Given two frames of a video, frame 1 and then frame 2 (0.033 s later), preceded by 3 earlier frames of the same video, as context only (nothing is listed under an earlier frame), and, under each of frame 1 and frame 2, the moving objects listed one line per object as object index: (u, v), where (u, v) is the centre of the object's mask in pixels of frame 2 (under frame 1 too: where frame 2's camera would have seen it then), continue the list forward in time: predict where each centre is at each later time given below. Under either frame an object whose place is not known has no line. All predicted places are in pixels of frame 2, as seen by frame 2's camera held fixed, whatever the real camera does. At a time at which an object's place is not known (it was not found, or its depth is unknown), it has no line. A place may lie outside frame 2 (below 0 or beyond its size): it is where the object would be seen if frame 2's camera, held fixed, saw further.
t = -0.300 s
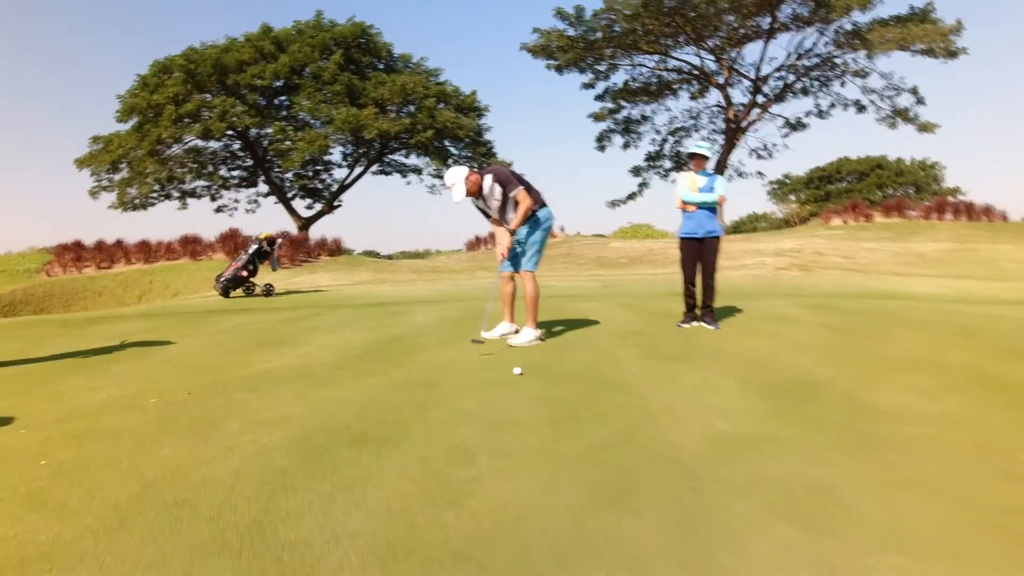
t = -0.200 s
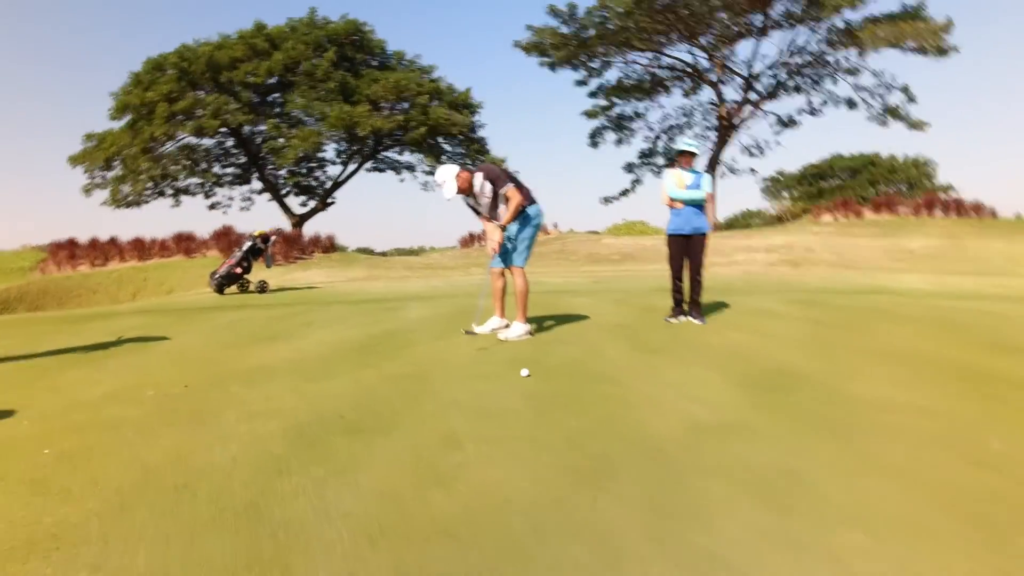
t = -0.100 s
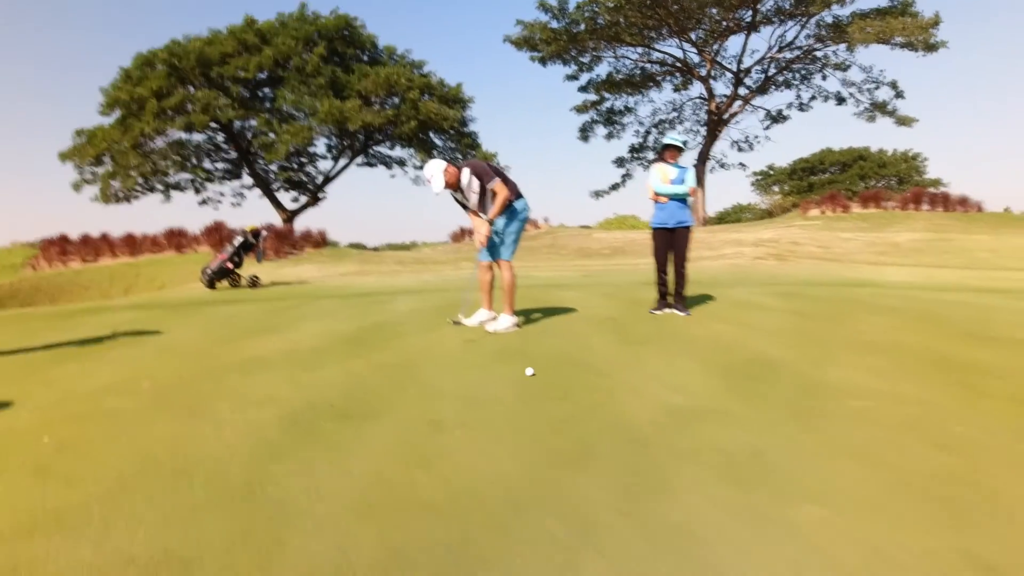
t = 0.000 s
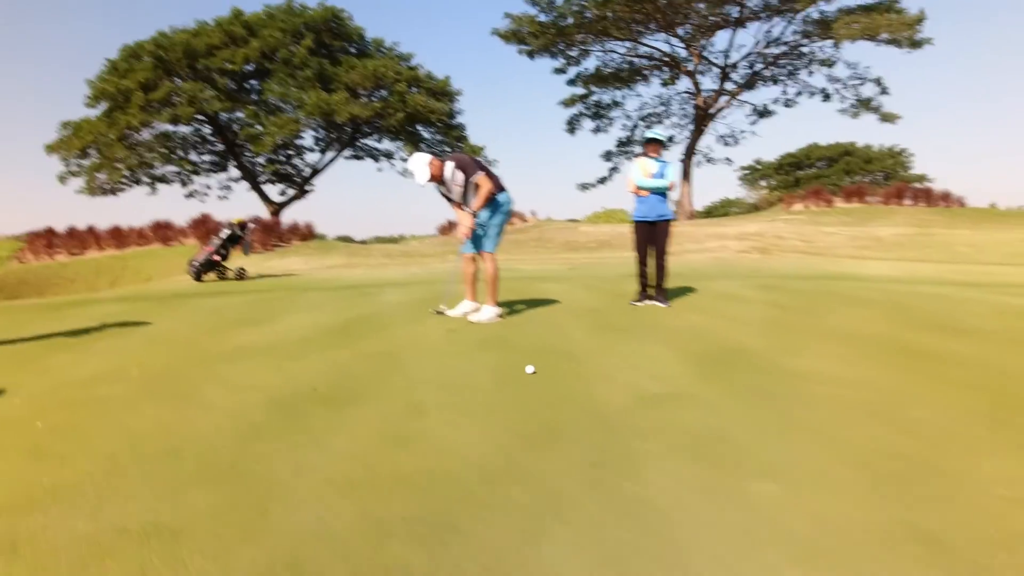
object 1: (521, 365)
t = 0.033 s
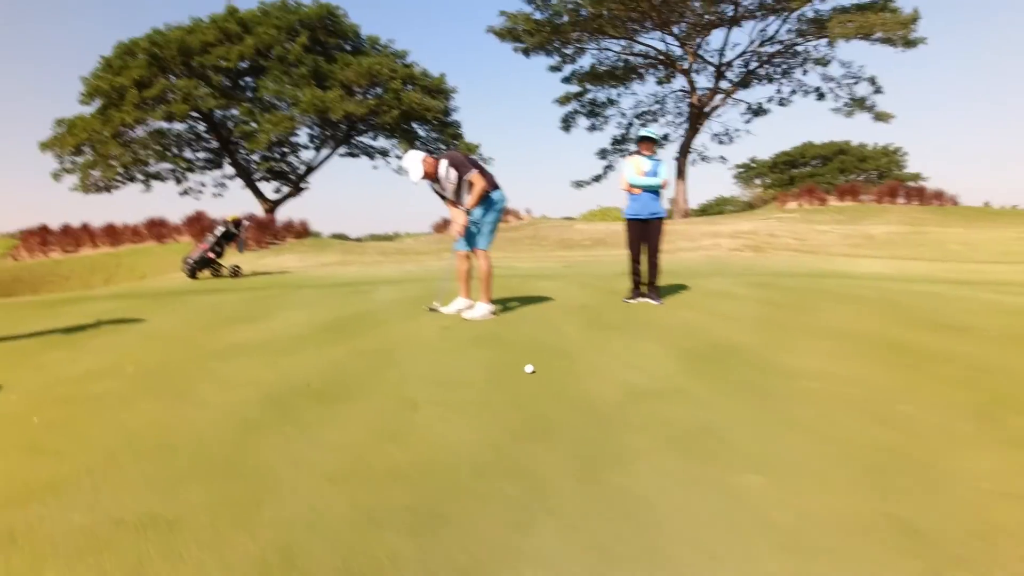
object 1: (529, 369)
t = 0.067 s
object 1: (536, 372)
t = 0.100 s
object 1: (544, 376)
